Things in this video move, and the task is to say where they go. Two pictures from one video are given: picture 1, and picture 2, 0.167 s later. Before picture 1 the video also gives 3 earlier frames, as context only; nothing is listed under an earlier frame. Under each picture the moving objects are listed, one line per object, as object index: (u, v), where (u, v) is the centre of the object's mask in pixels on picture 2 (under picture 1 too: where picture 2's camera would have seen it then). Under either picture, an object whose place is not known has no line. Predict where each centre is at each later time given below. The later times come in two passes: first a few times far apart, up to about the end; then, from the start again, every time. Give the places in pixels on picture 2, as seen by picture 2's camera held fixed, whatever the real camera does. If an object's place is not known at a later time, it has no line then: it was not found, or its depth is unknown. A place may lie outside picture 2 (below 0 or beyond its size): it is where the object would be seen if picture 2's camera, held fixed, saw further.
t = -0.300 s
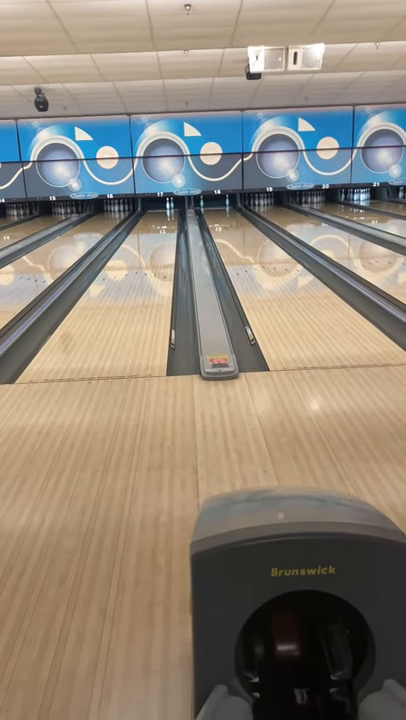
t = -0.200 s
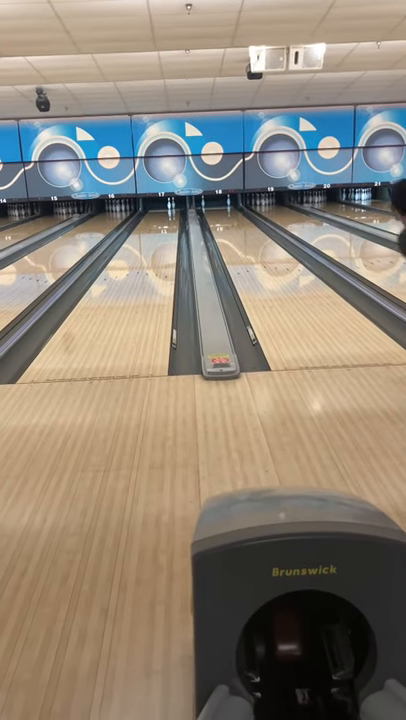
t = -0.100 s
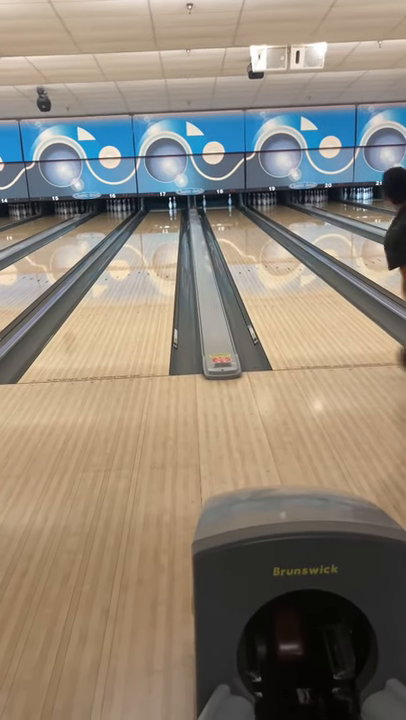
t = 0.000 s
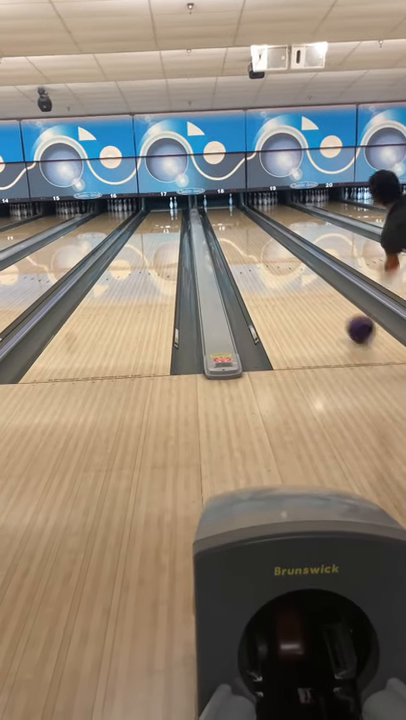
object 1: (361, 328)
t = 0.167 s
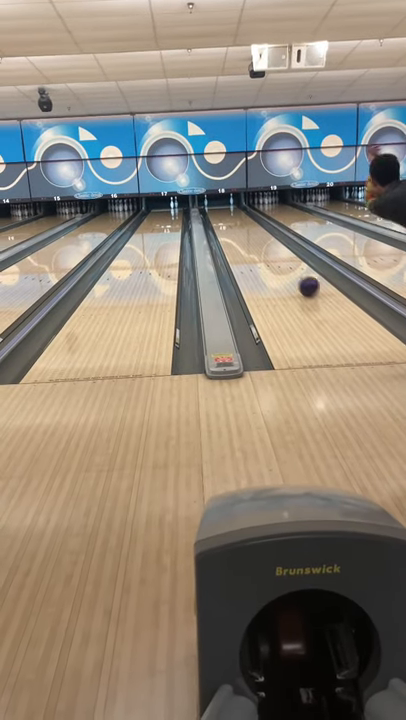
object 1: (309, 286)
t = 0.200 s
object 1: (301, 280)
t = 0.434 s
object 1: (265, 251)
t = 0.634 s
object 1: (246, 236)
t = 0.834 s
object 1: (234, 226)
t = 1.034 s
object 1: (224, 218)
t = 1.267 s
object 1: (216, 212)
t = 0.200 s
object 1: (301, 280)
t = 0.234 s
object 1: (294, 275)
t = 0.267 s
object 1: (288, 270)
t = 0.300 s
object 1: (283, 266)
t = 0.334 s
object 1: (278, 262)
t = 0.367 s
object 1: (273, 258)
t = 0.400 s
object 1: (269, 254)
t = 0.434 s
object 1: (265, 251)
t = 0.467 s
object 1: (261, 248)
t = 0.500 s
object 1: (258, 246)
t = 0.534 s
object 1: (255, 243)
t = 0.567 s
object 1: (252, 241)
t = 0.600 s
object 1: (249, 238)
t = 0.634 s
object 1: (246, 236)
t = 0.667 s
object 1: (244, 234)
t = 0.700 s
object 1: (242, 233)
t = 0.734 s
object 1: (239, 230)
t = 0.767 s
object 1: (238, 229)
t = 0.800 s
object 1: (235, 227)
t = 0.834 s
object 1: (234, 226)
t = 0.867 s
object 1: (232, 224)
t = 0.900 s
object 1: (230, 223)
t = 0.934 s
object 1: (229, 222)
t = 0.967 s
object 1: (227, 220)
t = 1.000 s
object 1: (225, 219)
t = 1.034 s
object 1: (224, 218)
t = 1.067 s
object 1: (223, 217)
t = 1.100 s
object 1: (222, 216)
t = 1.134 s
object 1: (220, 215)
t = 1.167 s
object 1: (219, 214)
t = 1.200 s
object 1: (218, 213)
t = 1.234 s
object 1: (217, 213)
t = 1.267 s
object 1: (216, 212)
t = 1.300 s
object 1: (215, 211)
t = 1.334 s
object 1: (214, 210)
